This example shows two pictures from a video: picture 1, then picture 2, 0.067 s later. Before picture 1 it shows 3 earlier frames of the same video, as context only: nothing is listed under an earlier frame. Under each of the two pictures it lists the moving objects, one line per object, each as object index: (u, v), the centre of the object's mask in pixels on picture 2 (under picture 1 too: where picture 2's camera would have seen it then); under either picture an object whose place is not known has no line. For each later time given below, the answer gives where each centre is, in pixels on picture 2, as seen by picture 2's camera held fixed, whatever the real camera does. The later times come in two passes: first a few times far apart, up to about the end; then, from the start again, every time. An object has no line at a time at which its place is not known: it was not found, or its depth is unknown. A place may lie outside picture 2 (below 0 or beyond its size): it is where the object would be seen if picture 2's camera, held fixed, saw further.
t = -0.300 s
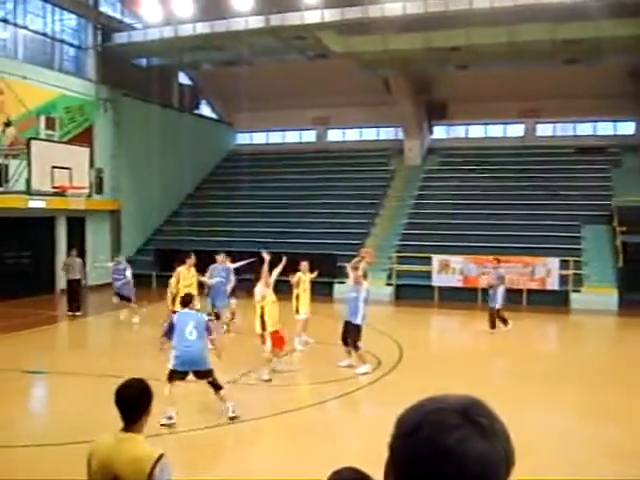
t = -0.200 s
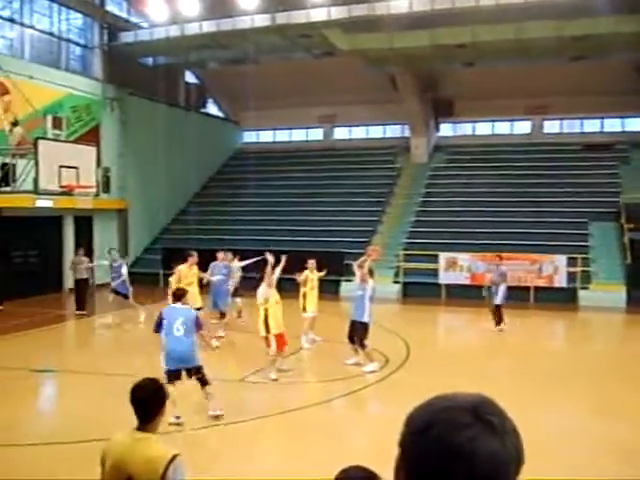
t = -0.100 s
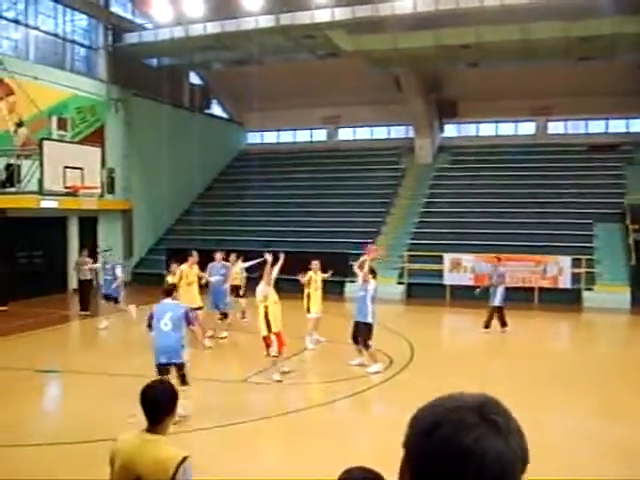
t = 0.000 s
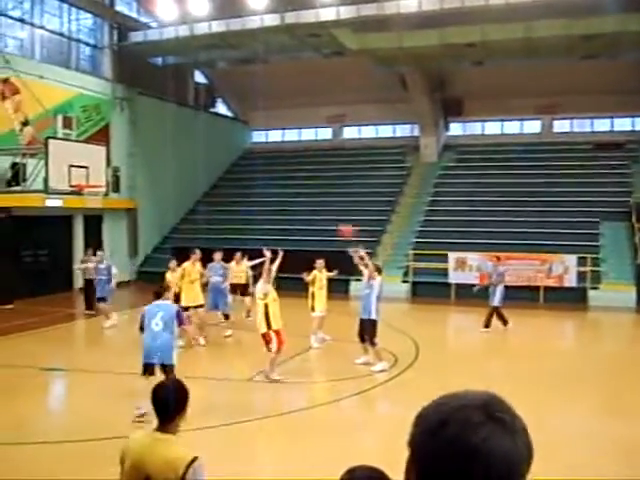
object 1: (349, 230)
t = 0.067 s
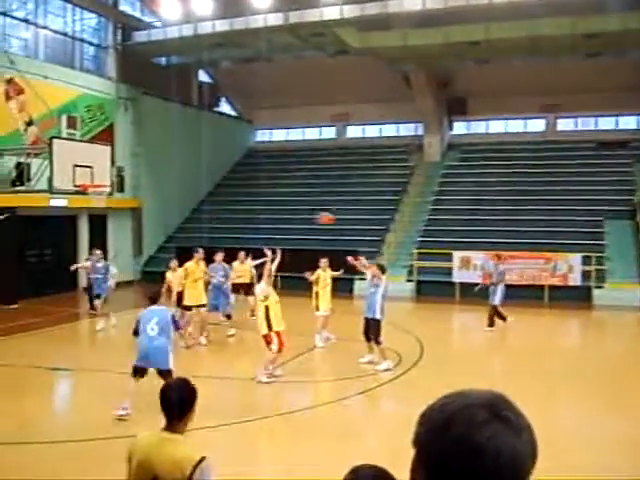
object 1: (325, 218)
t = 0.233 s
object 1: (256, 203)
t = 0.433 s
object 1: (169, 209)
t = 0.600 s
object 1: (96, 234)
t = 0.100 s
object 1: (311, 214)
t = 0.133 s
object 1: (296, 210)
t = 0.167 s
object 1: (283, 207)
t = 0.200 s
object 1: (271, 204)
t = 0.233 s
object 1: (256, 203)
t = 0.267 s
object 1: (242, 203)
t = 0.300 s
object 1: (228, 202)
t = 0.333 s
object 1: (213, 202)
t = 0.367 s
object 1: (199, 203)
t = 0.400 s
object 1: (186, 205)
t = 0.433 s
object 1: (169, 209)
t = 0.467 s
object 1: (156, 210)
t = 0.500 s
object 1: (139, 218)
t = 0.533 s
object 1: (127, 219)
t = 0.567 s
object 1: (109, 227)
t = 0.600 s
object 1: (96, 234)
